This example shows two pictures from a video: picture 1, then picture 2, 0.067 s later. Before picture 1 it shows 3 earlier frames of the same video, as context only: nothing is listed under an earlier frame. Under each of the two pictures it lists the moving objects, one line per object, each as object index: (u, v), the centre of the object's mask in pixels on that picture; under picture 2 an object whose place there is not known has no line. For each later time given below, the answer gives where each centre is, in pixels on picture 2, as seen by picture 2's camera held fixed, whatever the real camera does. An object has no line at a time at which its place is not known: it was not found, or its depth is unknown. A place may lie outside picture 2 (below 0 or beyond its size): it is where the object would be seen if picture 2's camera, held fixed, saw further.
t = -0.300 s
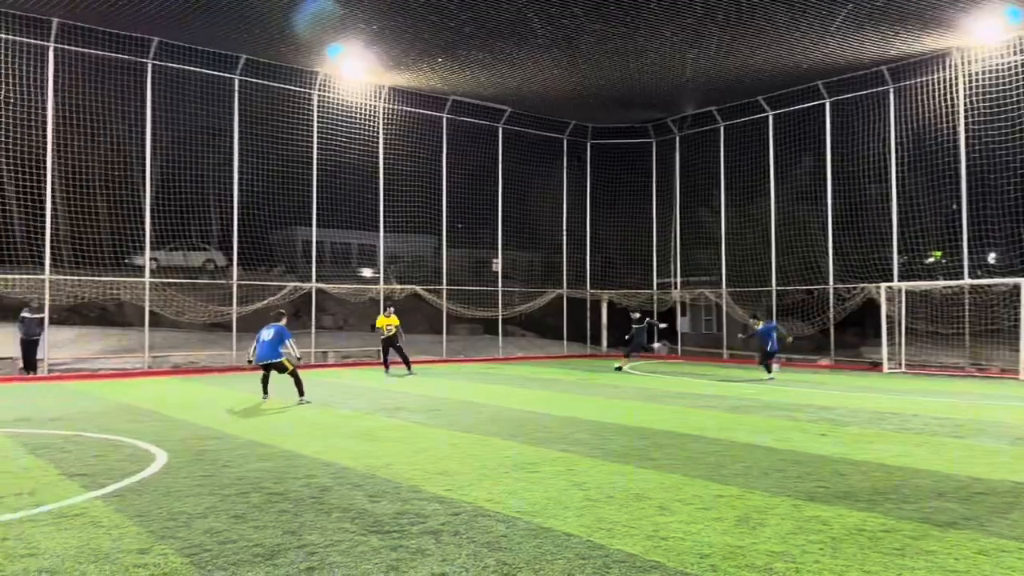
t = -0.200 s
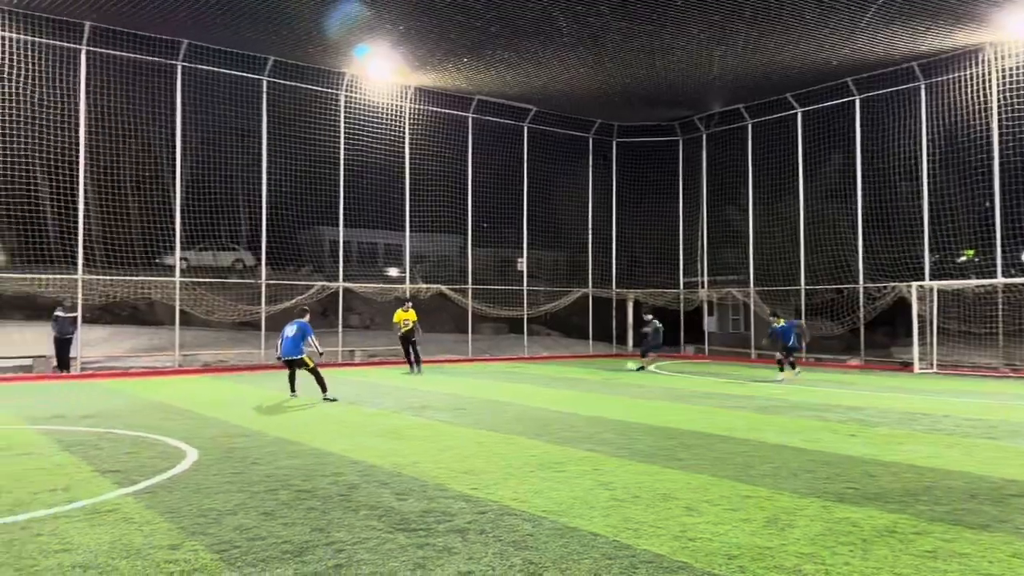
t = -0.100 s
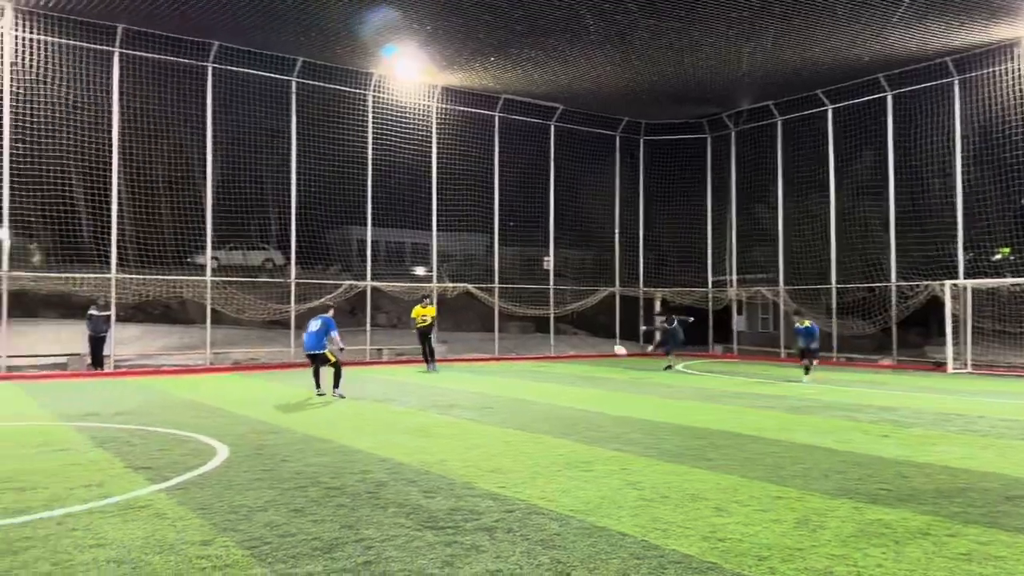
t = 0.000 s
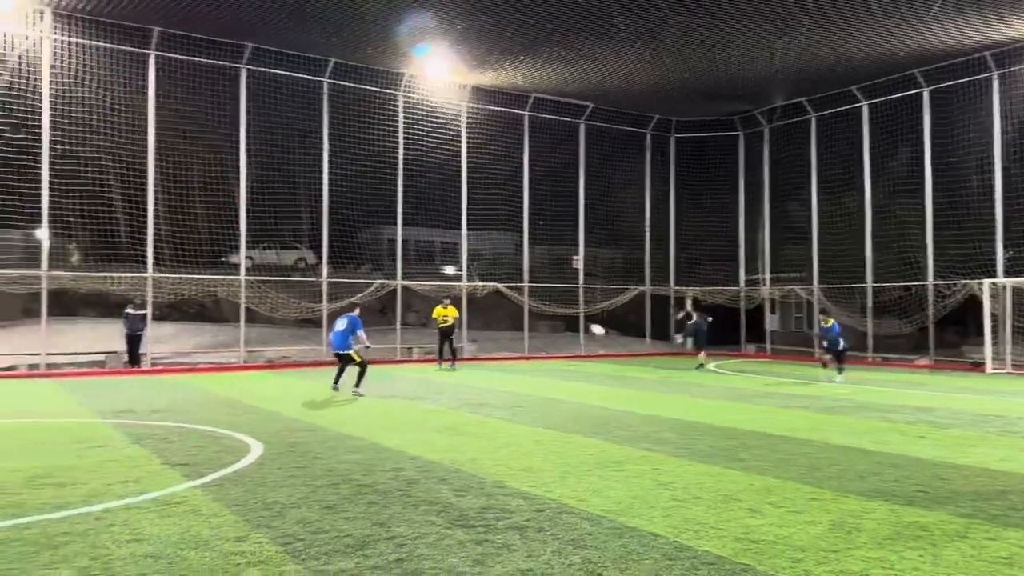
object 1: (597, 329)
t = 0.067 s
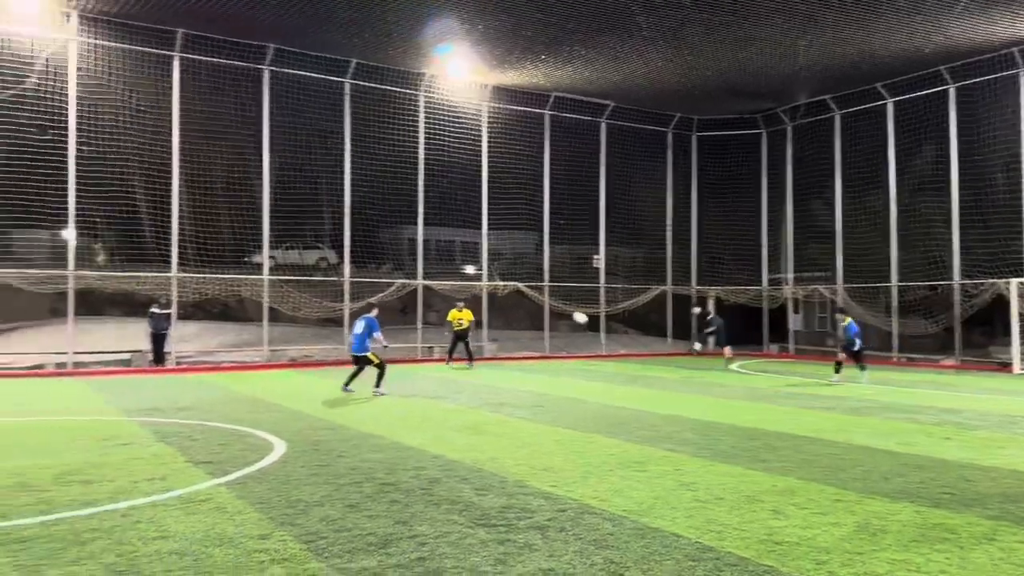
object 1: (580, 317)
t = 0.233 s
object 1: (469, 292)
